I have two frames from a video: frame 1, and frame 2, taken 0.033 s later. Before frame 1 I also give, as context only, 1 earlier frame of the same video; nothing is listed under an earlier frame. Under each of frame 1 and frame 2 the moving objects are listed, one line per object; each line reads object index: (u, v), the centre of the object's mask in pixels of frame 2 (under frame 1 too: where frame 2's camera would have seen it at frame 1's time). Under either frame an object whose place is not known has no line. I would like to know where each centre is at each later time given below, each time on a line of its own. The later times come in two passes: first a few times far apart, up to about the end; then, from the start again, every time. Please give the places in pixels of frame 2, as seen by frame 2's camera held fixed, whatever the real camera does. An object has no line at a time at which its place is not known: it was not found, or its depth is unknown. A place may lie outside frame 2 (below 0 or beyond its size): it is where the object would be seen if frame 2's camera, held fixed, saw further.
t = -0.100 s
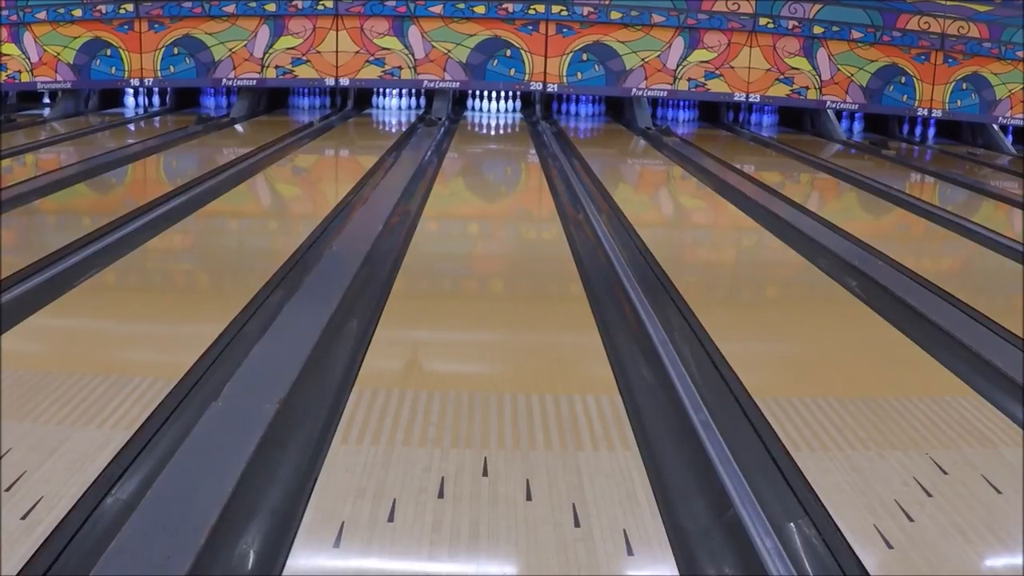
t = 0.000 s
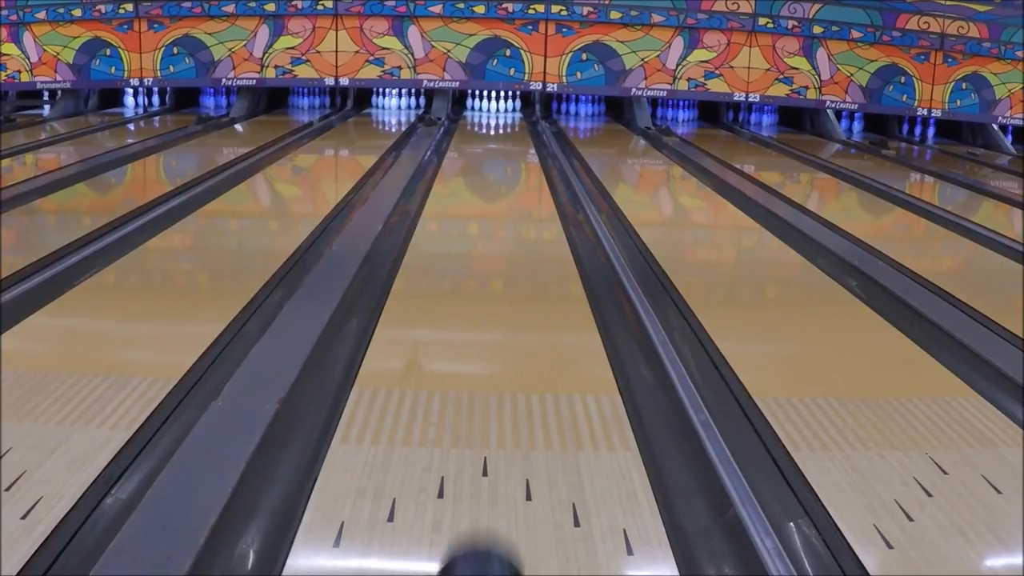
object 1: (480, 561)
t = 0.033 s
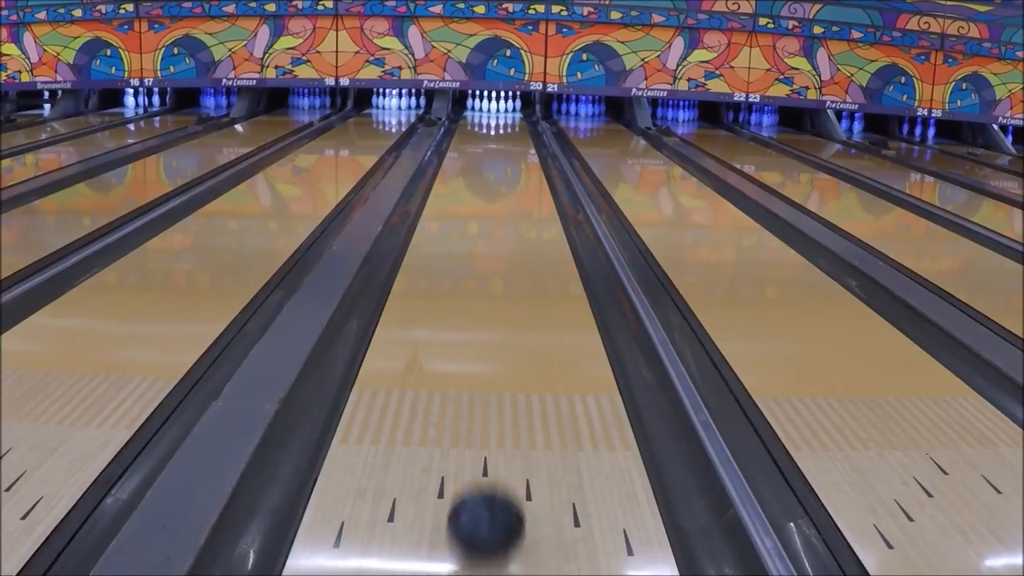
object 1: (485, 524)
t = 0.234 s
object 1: (503, 331)
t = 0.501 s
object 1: (511, 228)
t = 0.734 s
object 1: (514, 183)
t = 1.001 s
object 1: (515, 152)
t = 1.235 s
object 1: (514, 134)
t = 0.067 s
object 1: (490, 477)
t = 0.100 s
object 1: (493, 437)
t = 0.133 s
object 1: (496, 404)
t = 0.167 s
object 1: (499, 377)
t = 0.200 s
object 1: (501, 352)
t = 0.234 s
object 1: (503, 331)
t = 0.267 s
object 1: (505, 313)
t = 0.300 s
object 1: (506, 296)
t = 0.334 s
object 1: (507, 281)
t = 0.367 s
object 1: (508, 268)
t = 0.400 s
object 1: (509, 257)
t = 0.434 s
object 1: (510, 247)
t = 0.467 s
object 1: (511, 237)
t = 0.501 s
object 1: (511, 228)
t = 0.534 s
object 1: (512, 220)
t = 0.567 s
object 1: (512, 213)
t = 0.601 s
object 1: (513, 206)
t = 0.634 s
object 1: (513, 199)
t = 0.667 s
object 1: (513, 193)
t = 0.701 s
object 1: (514, 188)
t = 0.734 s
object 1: (514, 183)
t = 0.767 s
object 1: (514, 178)
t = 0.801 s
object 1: (514, 174)
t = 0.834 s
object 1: (515, 169)
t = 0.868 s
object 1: (515, 166)
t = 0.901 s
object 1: (515, 162)
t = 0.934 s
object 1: (515, 158)
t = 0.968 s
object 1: (515, 155)
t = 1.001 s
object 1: (515, 152)
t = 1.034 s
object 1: (515, 149)
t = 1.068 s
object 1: (515, 146)
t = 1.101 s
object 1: (515, 143)
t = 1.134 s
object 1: (514, 141)
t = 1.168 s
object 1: (514, 139)
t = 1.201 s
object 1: (514, 137)
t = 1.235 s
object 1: (514, 134)
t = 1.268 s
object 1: (514, 133)
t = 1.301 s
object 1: (513, 131)
